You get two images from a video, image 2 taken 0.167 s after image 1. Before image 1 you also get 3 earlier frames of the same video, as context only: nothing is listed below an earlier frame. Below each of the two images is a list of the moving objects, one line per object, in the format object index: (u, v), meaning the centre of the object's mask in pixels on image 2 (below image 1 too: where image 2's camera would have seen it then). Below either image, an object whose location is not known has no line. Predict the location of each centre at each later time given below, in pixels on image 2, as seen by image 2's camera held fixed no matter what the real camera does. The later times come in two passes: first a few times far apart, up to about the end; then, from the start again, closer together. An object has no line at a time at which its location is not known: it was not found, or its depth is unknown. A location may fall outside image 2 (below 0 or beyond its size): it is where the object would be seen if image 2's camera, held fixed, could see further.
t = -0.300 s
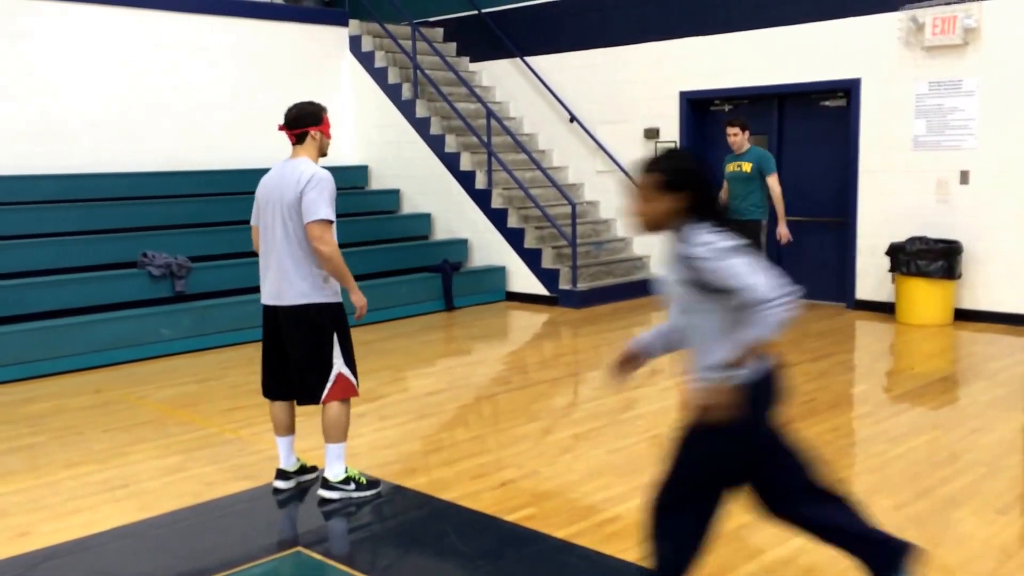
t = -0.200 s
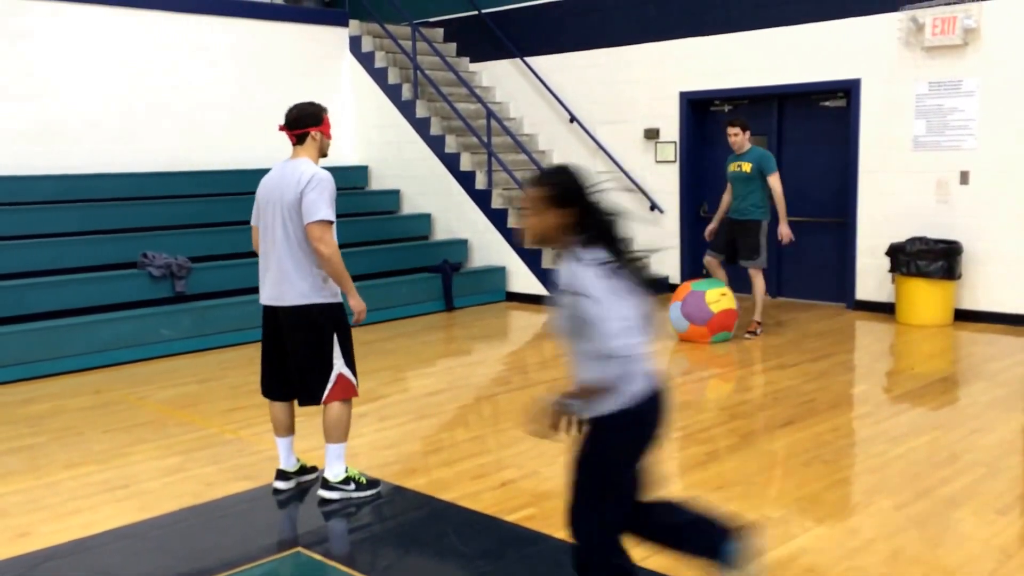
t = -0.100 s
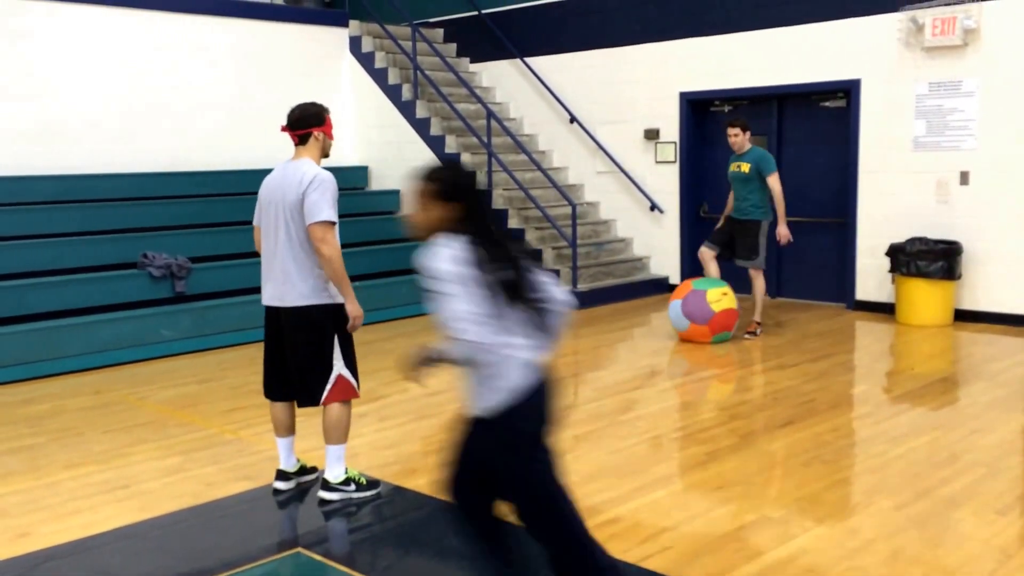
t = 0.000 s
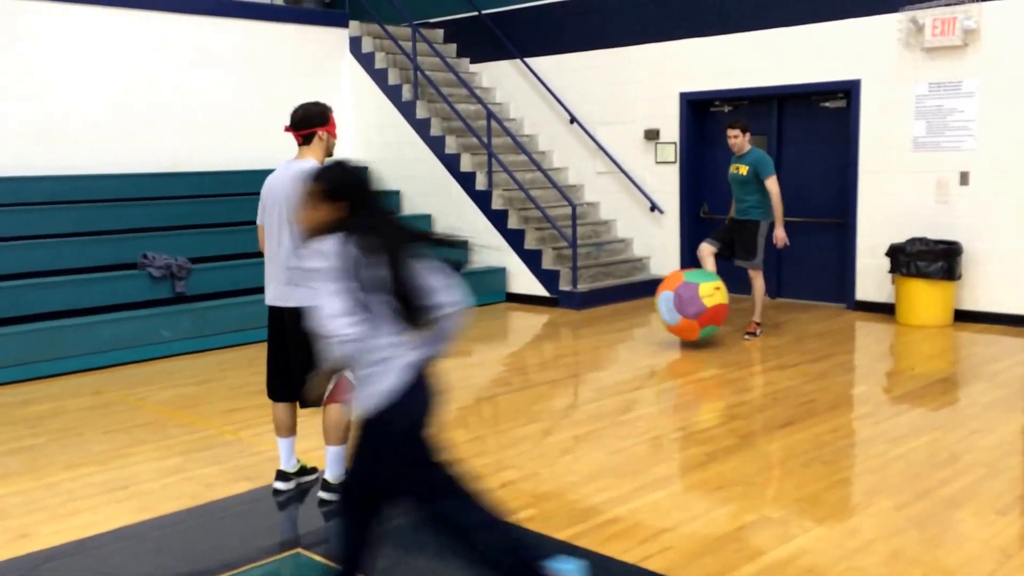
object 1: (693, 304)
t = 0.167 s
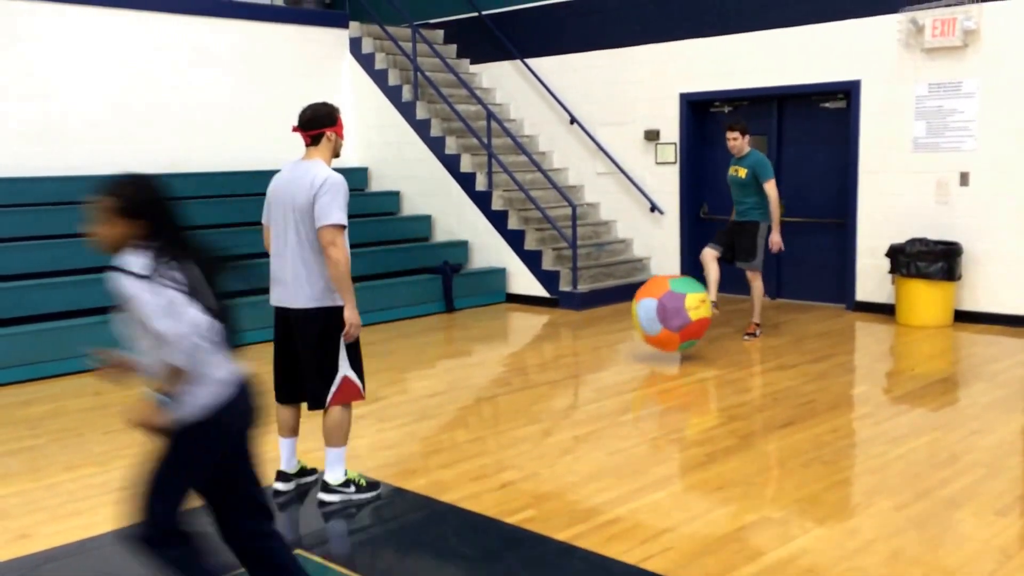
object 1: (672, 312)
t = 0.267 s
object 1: (660, 331)
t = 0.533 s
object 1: (635, 353)
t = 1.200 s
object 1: (590, 380)
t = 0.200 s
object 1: (668, 317)
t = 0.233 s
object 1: (664, 323)
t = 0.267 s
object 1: (660, 331)
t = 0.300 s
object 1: (656, 337)
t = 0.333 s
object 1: (653, 344)
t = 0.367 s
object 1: (650, 346)
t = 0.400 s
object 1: (646, 346)
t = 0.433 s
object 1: (643, 347)
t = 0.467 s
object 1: (641, 348)
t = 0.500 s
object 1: (638, 350)
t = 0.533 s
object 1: (635, 353)
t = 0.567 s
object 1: (632, 355)
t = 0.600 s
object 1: (629, 356)
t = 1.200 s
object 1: (590, 380)
